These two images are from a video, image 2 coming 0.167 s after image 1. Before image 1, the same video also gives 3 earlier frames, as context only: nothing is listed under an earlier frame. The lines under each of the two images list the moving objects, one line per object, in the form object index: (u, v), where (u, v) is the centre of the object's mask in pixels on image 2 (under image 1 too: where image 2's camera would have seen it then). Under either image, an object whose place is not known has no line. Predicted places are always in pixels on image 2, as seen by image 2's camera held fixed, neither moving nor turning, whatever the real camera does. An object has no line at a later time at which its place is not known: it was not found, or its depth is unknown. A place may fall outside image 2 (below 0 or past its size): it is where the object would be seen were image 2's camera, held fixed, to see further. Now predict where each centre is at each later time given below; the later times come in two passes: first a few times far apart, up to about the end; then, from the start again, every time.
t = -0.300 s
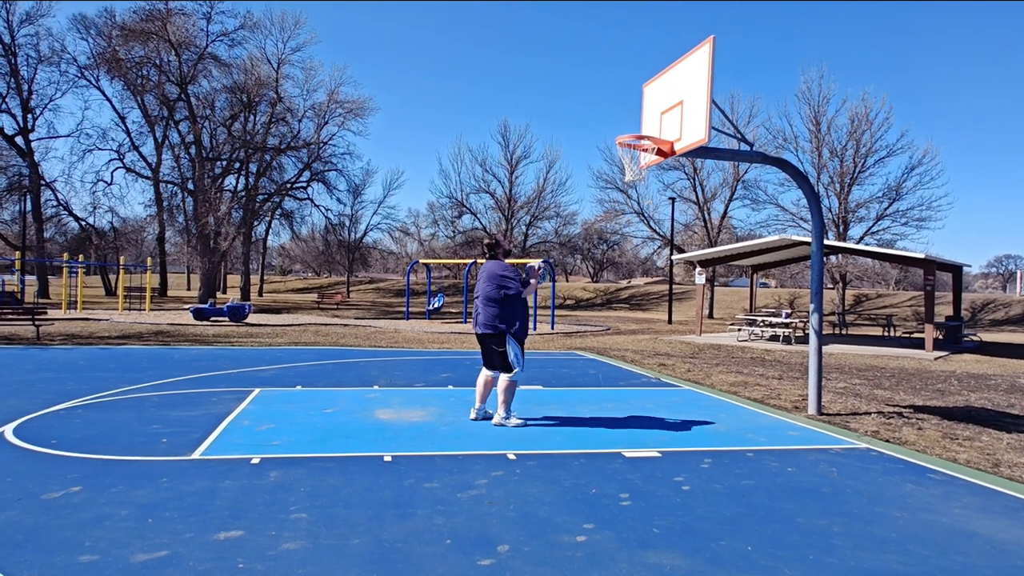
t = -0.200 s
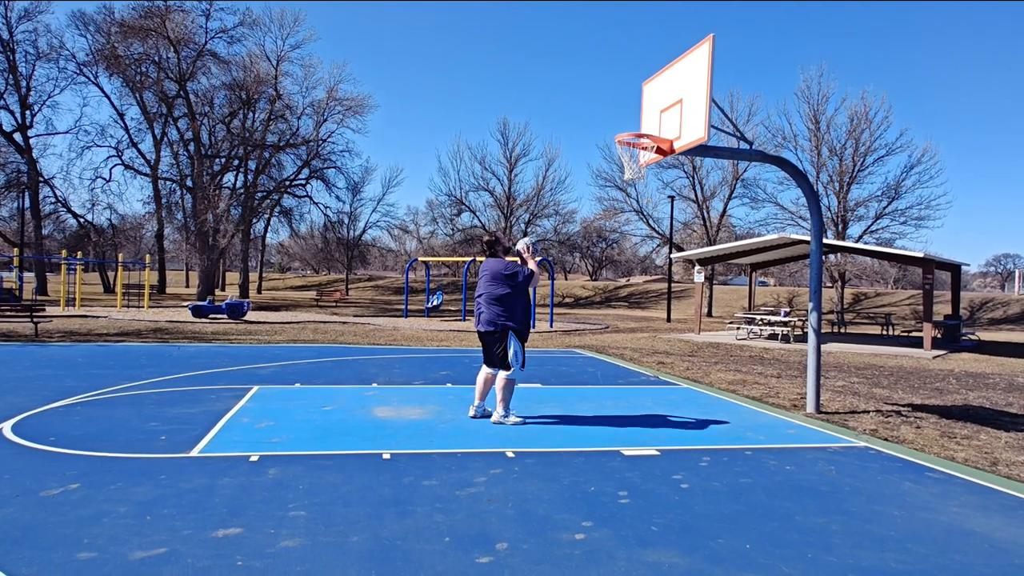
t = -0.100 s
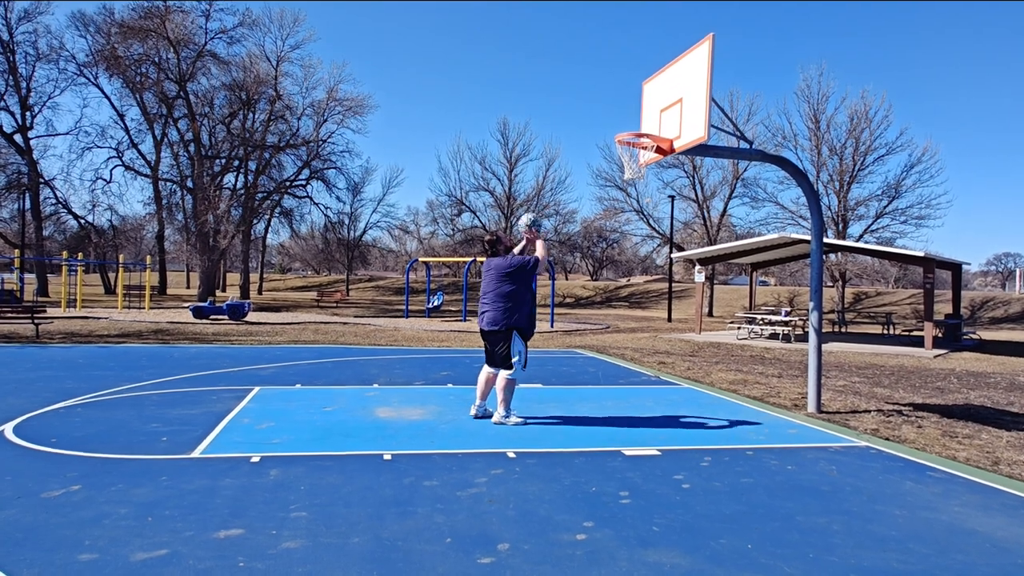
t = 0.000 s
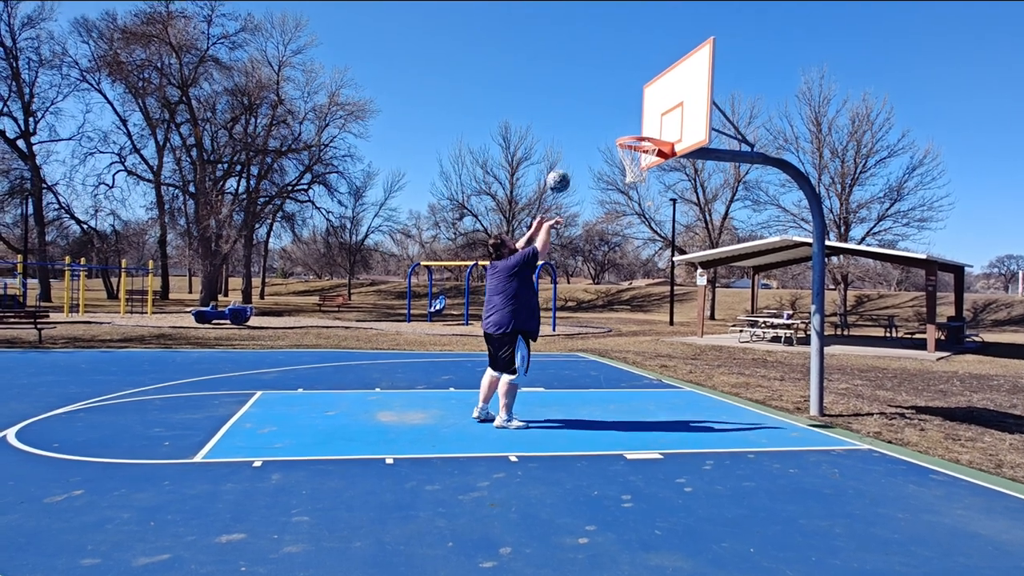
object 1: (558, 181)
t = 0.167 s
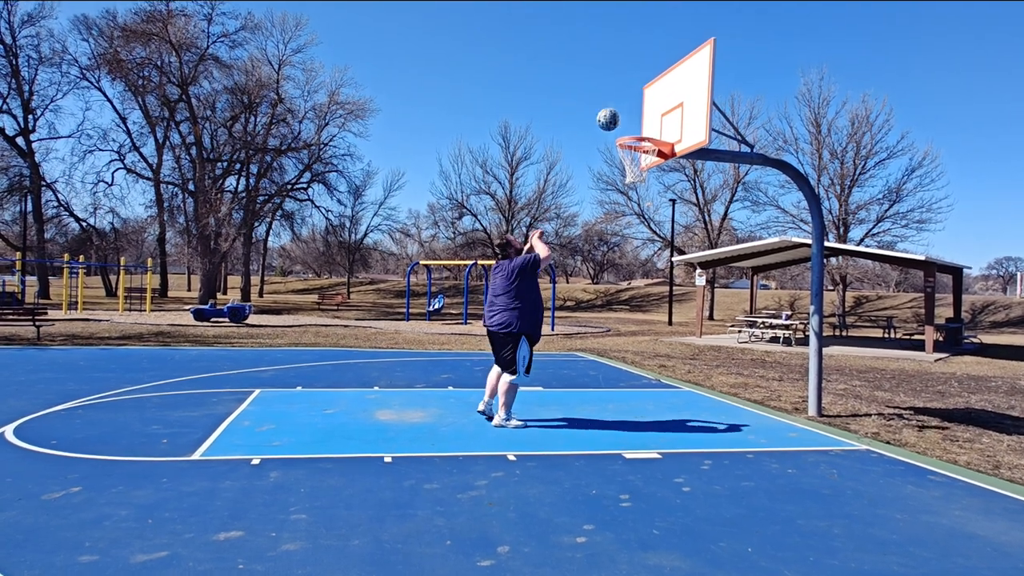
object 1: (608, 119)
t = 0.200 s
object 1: (618, 110)
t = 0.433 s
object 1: (675, 78)
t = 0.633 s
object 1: (628, 98)
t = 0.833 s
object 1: (580, 156)
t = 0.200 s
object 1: (618, 110)
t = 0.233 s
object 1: (627, 103)
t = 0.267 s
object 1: (637, 96)
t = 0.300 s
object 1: (646, 90)
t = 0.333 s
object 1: (655, 85)
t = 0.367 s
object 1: (665, 81)
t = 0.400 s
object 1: (674, 79)
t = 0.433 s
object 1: (675, 78)
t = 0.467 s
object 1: (667, 79)
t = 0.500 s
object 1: (660, 80)
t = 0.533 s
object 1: (652, 83)
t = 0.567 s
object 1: (644, 87)
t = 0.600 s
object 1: (636, 92)
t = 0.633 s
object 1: (628, 98)
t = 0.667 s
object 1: (620, 104)
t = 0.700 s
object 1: (612, 113)
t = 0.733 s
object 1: (604, 121)
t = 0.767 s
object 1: (596, 132)
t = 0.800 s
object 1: (588, 143)
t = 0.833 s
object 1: (580, 156)
